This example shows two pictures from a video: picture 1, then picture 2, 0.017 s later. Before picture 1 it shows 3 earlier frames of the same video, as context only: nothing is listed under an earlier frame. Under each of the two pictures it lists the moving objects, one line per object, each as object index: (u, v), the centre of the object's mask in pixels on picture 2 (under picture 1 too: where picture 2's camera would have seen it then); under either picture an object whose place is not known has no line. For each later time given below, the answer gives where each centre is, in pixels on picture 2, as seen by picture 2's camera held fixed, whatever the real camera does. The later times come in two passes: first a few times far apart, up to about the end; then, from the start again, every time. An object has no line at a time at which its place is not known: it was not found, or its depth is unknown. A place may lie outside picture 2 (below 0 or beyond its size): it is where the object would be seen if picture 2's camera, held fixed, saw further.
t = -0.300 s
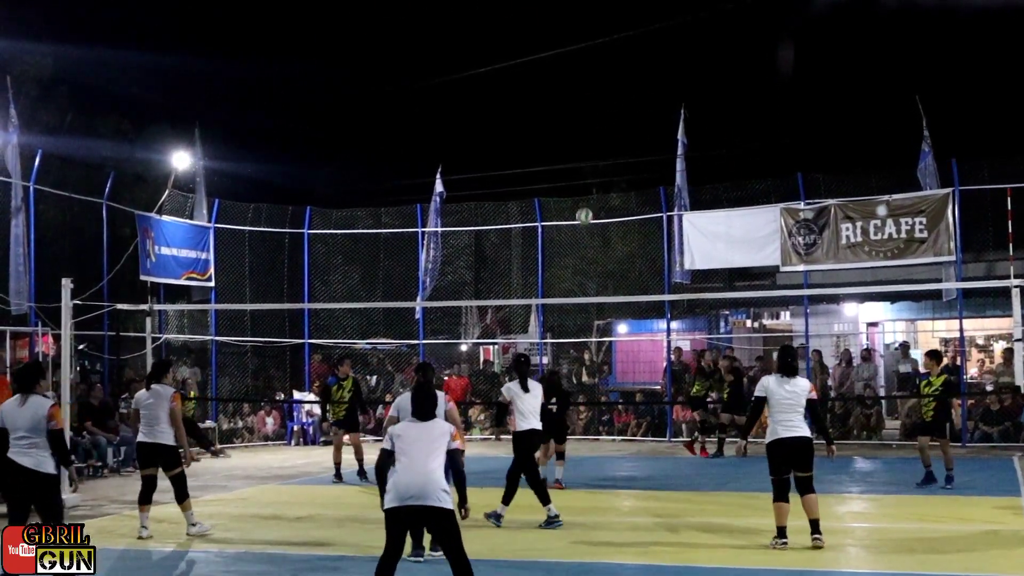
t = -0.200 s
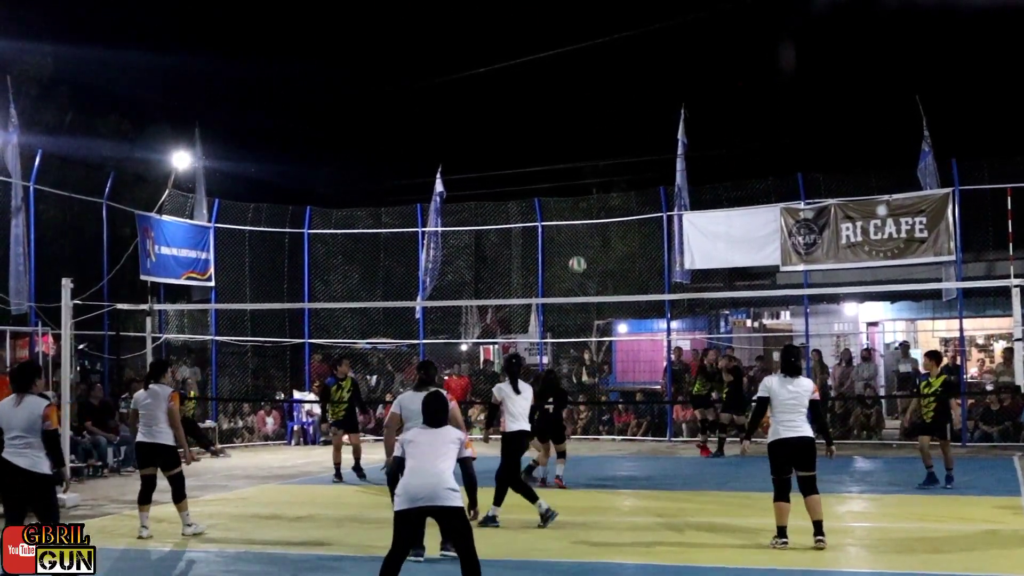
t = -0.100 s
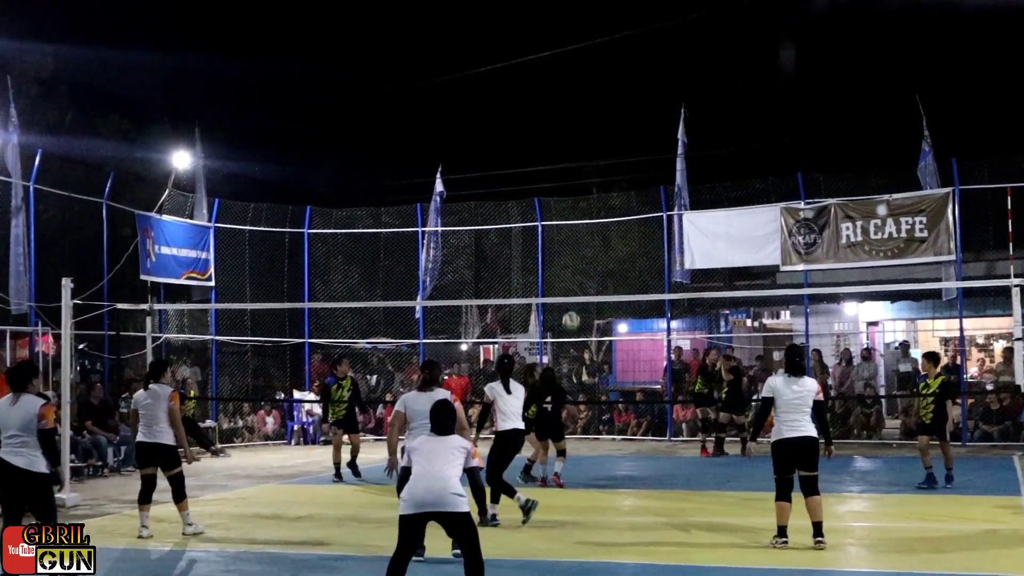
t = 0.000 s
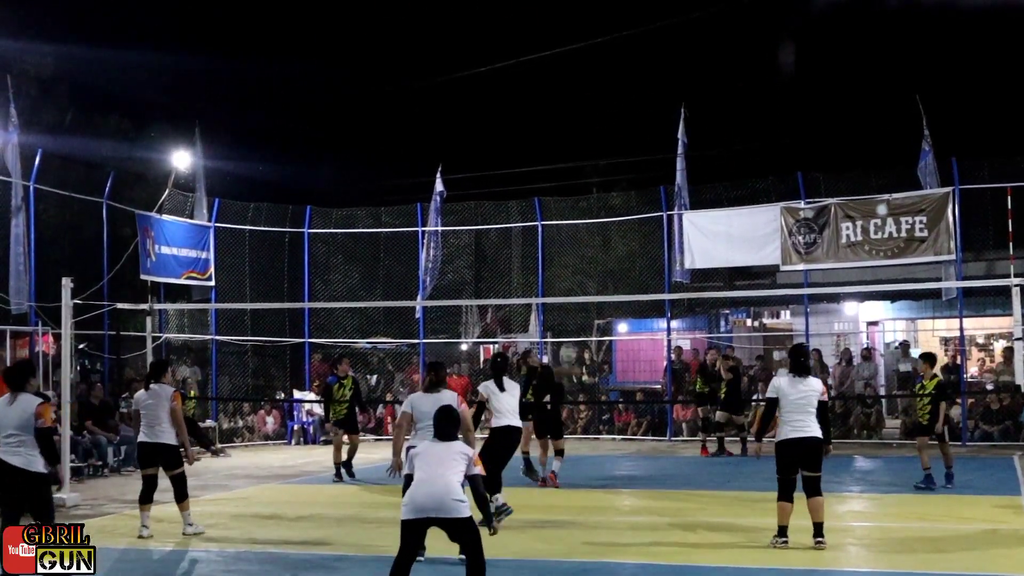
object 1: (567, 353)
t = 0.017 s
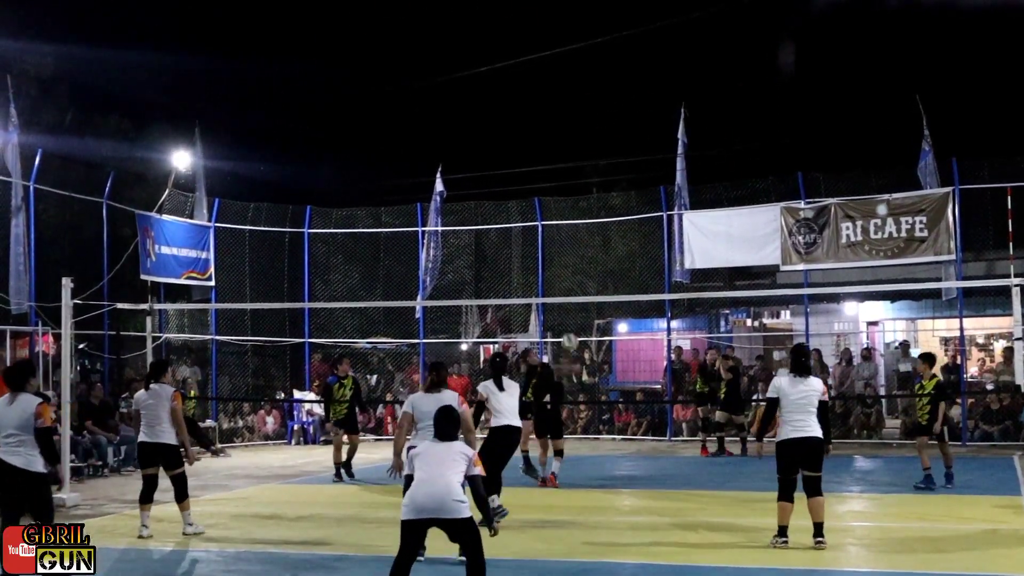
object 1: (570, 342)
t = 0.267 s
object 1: (597, 184)
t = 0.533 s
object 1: (628, 76)
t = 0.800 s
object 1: (661, 24)
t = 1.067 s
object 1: (695, 30)
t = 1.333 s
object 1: (729, 97)
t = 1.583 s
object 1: (762, 216)
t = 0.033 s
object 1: (572, 328)
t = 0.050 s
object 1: (573, 319)
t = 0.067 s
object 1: (575, 308)
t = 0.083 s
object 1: (578, 291)
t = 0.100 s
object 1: (578, 284)
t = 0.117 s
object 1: (581, 272)
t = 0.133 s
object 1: (583, 259)
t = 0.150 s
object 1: (584, 252)
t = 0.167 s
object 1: (586, 240)
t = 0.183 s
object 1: (588, 230)
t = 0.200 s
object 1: (589, 222)
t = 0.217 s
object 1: (591, 210)
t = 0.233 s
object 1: (593, 202)
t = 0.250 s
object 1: (595, 194)
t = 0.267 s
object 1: (597, 184)
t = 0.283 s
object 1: (599, 177)
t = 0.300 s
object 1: (601, 168)
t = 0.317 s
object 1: (603, 159)
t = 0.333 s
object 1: (605, 152)
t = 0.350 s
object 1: (607, 144)
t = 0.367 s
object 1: (609, 136)
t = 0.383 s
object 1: (610, 130)
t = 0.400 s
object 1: (613, 123)
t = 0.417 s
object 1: (615, 115)
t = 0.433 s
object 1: (616, 110)
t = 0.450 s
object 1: (619, 103)
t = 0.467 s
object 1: (621, 97)
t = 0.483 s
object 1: (622, 93)
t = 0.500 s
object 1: (624, 86)
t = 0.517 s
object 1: (627, 80)
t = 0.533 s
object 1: (628, 76)
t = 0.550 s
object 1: (630, 70)
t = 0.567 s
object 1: (633, 65)
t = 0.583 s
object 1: (634, 62)
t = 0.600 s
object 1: (637, 57)
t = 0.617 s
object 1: (639, 53)
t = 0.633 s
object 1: (640, 50)
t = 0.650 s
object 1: (642, 46)
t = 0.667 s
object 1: (644, 42)
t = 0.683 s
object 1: (646, 40)
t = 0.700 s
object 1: (648, 36)
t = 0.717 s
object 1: (650, 34)
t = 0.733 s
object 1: (652, 32)
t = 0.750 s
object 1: (654, 29)
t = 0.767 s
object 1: (657, 27)
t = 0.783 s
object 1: (658, 25)
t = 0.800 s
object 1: (661, 24)
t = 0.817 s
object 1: (663, 22)
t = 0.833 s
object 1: (664, 21)
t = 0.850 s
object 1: (667, 20)
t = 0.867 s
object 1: (669, 20)
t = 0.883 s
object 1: (671, 19)
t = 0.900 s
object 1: (673, 19)
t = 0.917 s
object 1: (675, 19)
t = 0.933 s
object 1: (677, 19)
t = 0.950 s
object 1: (680, 20)
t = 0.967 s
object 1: (682, 21)
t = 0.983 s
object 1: (684, 22)
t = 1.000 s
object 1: (686, 23)
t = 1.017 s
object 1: (688, 25)
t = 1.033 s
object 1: (690, 26)
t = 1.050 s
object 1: (692, 28)
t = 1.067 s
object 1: (695, 30)
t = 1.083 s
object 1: (696, 32)
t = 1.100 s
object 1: (699, 35)
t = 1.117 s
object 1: (701, 39)
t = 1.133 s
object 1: (703, 41)
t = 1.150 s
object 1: (705, 45)
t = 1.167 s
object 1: (708, 48)
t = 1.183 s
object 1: (710, 52)
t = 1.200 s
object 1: (712, 56)
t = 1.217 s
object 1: (714, 61)
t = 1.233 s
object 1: (716, 65)
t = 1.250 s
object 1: (718, 69)
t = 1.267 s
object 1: (721, 75)
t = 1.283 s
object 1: (723, 80)
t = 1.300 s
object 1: (725, 85)
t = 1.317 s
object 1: (727, 91)
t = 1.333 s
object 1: (729, 97)
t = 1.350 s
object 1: (731, 103)
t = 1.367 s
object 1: (734, 110)
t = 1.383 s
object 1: (736, 117)
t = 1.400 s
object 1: (738, 123)
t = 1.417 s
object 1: (740, 130)
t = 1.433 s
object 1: (743, 139)
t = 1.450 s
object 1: (745, 144)
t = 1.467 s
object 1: (747, 153)
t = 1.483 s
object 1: (749, 162)
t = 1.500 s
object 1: (751, 170)
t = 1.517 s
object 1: (753, 178)
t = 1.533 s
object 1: (756, 188)
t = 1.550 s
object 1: (758, 195)
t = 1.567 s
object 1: (759, 204)
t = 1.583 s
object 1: (762, 216)
